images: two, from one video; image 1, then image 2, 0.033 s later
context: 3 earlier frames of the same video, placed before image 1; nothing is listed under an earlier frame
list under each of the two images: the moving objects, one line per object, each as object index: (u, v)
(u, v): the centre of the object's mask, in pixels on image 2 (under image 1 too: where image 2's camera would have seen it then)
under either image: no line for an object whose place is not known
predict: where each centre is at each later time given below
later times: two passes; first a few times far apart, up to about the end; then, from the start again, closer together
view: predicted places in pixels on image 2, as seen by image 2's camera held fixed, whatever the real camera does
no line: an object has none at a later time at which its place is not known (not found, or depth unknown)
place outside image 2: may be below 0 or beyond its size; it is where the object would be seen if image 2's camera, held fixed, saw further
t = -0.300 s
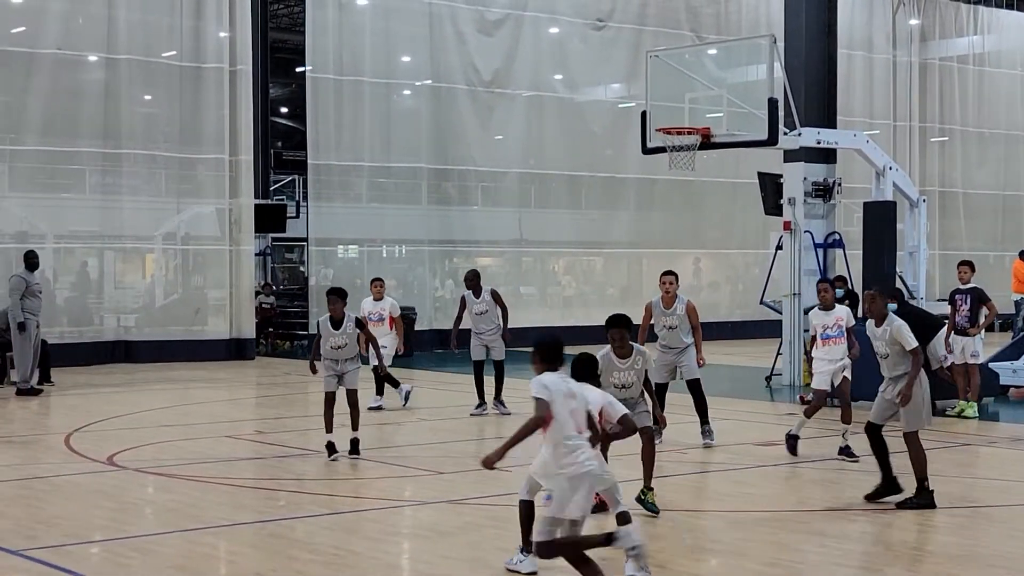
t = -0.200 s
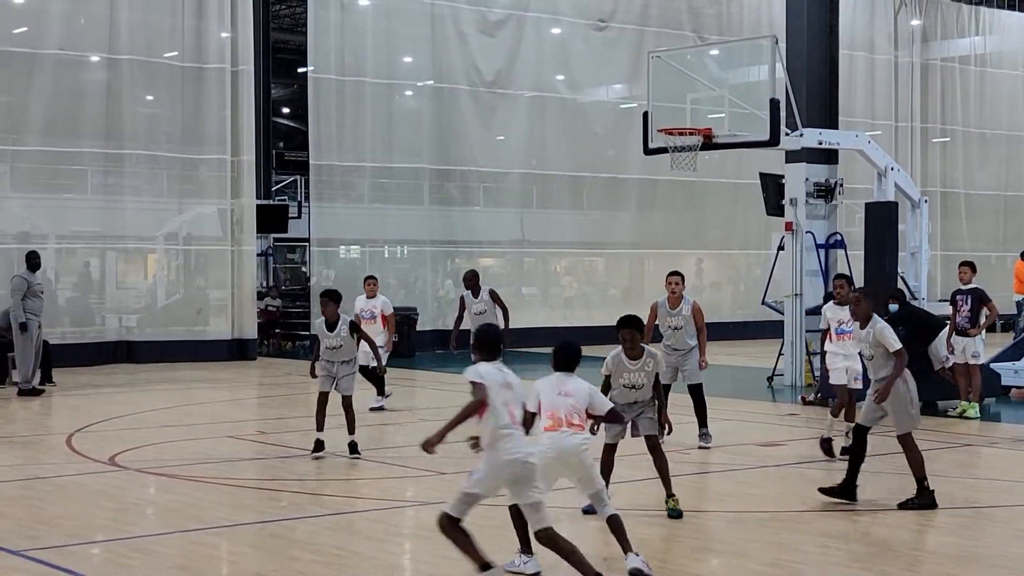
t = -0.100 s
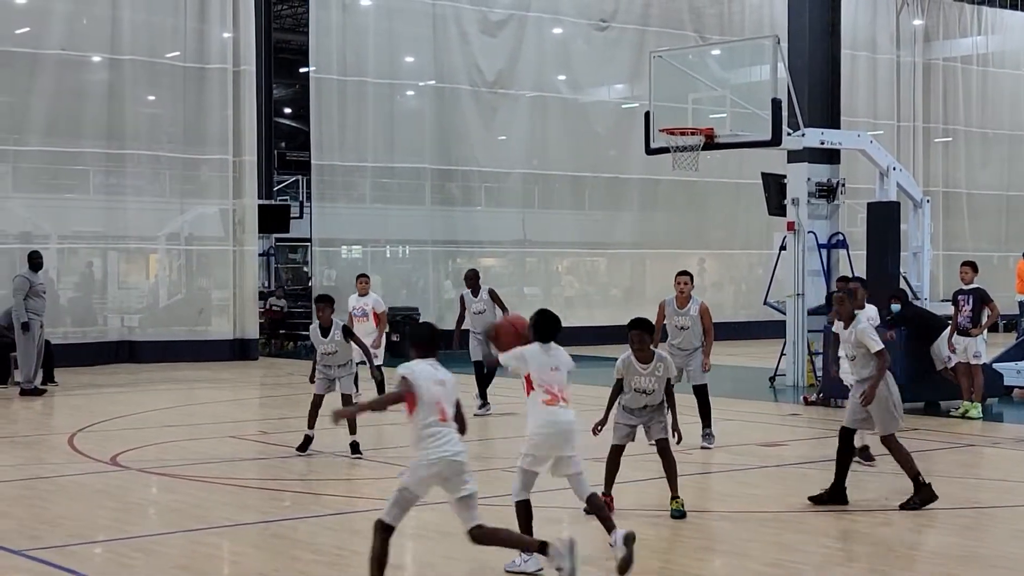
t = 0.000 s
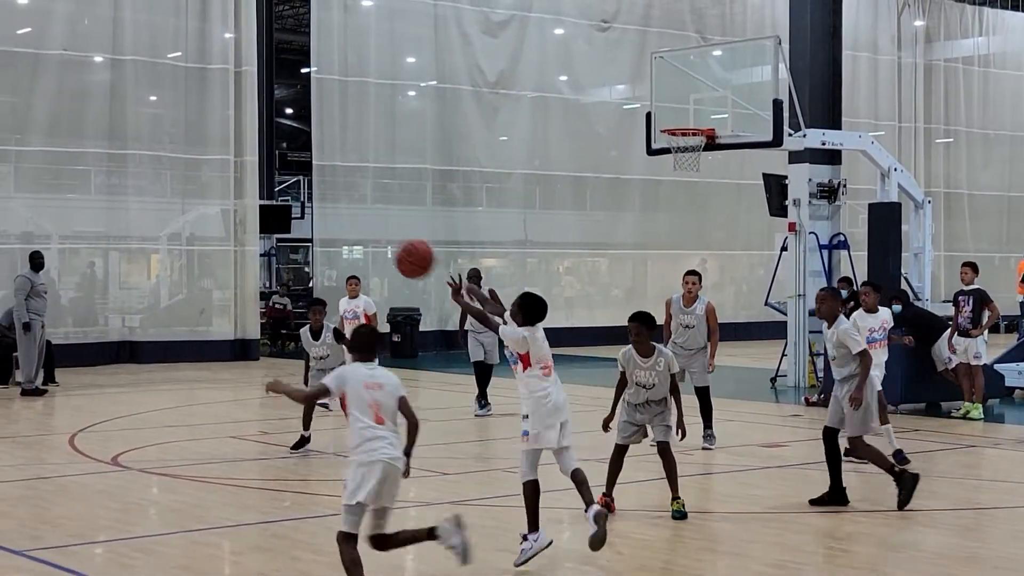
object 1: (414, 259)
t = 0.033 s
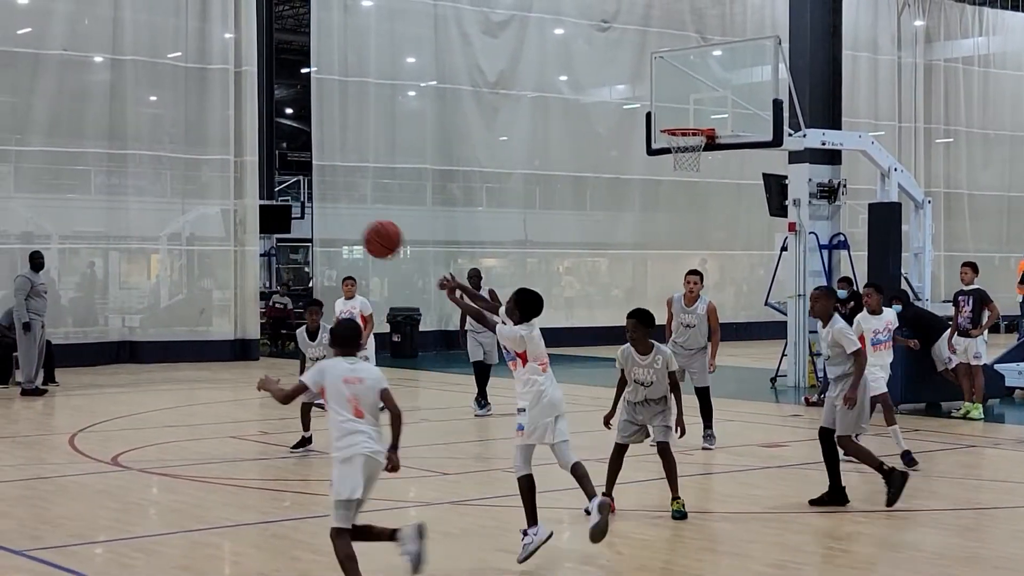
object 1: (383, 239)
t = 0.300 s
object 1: (164, 159)
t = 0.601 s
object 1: (-23, 192)
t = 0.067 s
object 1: (352, 222)
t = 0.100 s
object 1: (322, 206)
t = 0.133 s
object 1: (293, 194)
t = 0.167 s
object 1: (266, 183)
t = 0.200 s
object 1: (239, 174)
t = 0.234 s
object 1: (213, 167)
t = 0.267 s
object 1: (188, 163)
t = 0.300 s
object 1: (164, 159)
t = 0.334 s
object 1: (140, 158)
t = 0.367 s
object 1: (118, 157)
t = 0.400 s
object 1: (96, 158)
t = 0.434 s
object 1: (75, 161)
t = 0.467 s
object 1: (54, 164)
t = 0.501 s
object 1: (34, 170)
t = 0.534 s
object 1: (15, 176)
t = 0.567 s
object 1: (-5, 184)
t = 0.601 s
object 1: (-23, 192)
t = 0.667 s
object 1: (-58, 213)
